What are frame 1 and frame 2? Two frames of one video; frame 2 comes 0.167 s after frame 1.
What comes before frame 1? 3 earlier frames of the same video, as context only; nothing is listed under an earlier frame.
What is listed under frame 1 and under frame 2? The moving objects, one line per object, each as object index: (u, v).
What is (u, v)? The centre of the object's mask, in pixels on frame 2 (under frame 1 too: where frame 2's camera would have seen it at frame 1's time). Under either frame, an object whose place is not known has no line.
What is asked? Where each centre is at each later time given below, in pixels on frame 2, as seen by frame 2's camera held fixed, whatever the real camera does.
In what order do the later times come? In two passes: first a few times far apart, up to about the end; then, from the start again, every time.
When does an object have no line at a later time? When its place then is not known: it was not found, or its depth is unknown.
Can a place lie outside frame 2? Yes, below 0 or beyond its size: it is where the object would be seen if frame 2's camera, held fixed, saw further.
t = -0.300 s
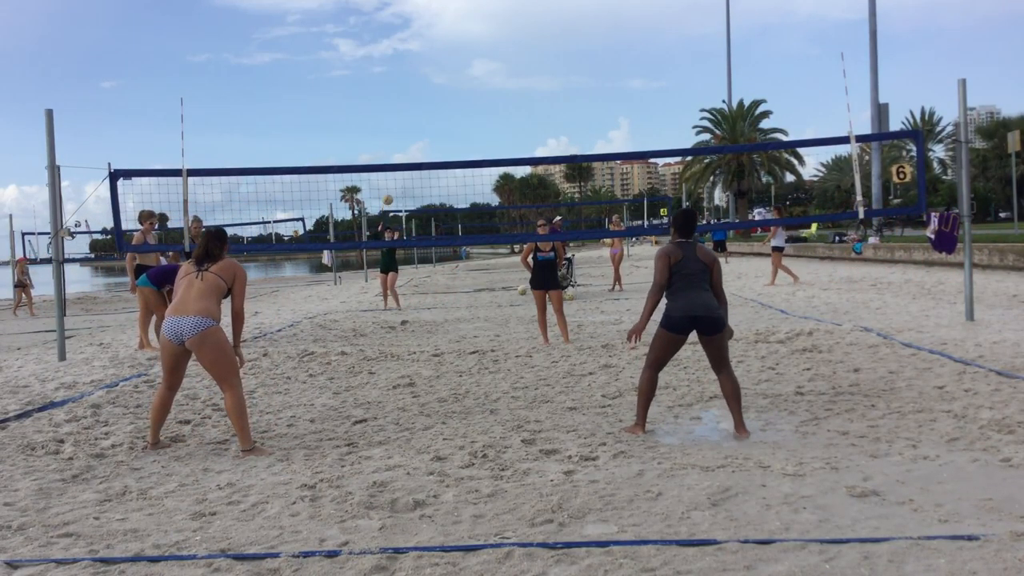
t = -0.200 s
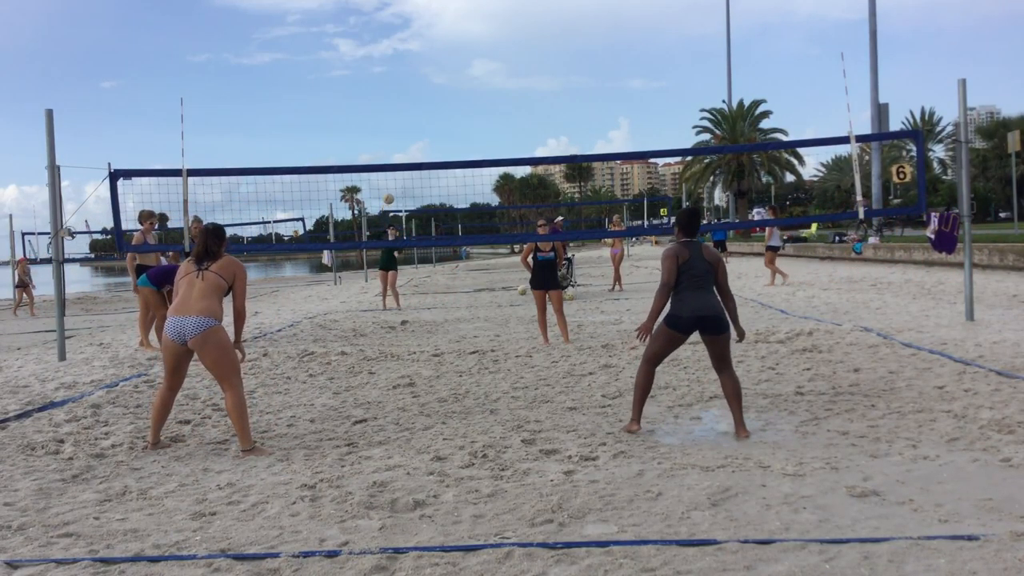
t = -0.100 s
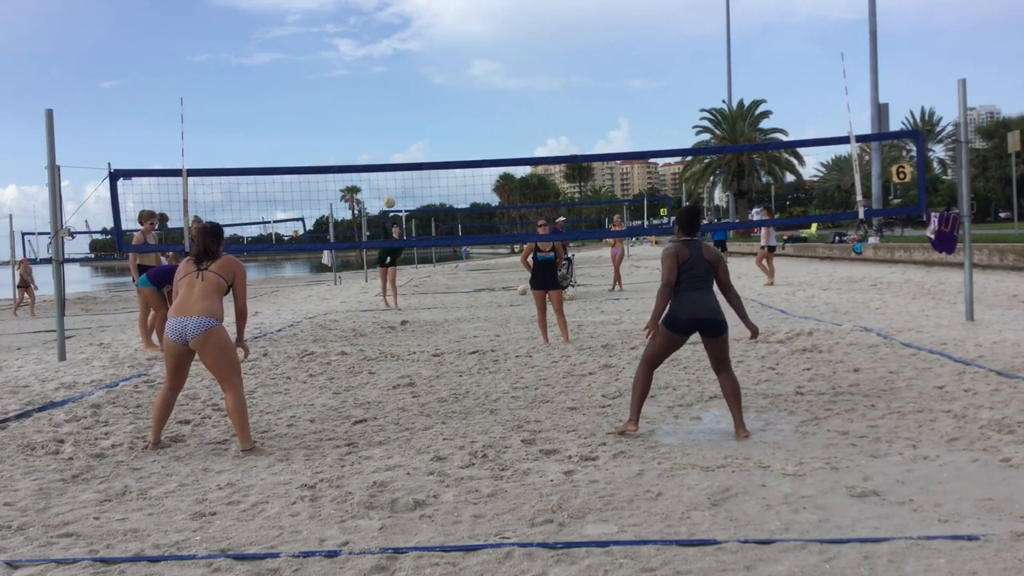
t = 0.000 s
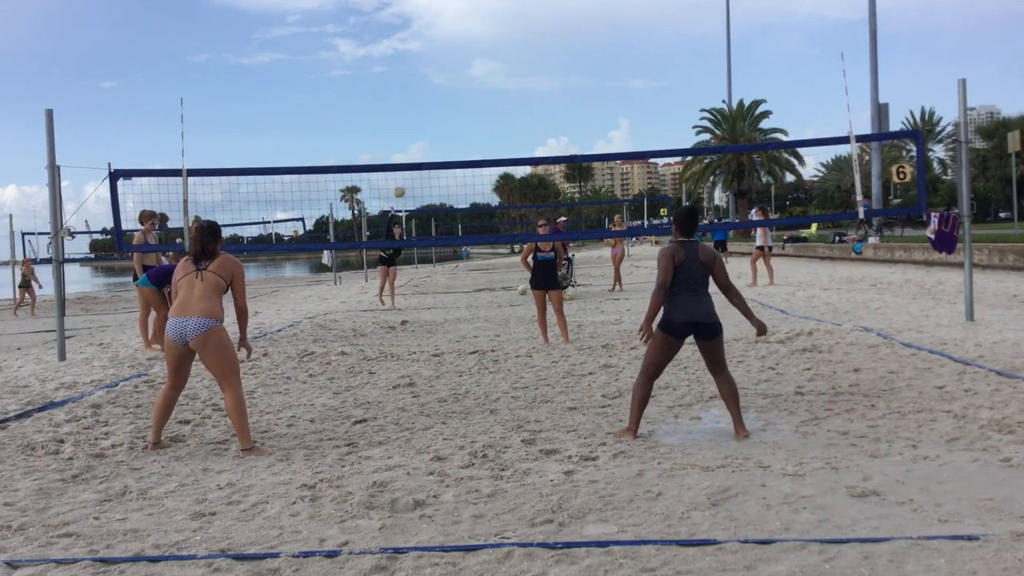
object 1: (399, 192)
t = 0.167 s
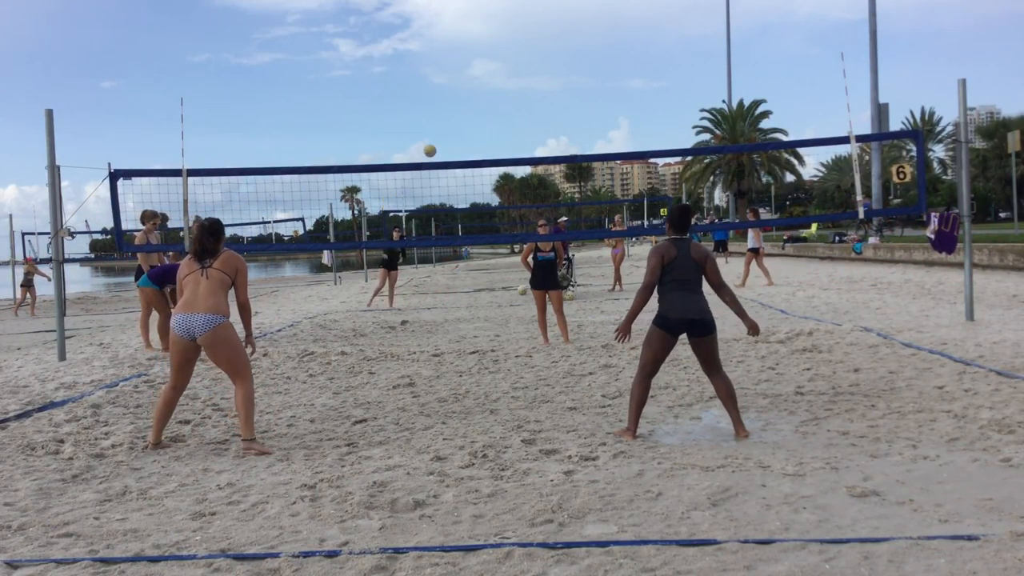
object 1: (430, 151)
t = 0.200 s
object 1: (437, 143)
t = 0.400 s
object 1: (488, 109)
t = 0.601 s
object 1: (551, 92)
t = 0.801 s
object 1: (627, 105)
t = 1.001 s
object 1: (729, 170)
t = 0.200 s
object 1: (437, 143)
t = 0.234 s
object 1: (445, 136)
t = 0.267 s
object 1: (453, 130)
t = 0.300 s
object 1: (461, 124)
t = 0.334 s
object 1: (470, 118)
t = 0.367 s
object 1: (479, 113)
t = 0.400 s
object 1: (488, 109)
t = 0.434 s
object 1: (498, 105)
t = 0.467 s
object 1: (508, 101)
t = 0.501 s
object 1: (518, 98)
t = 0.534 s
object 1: (529, 95)
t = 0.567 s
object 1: (540, 93)
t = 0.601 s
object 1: (551, 92)
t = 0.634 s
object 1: (562, 91)
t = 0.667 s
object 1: (574, 92)
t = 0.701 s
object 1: (586, 93)
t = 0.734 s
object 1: (599, 96)
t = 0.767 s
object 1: (613, 100)
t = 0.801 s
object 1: (627, 105)
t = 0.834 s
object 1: (642, 111)
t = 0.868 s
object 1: (657, 120)
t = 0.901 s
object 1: (674, 129)
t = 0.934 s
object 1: (692, 141)
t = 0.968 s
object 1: (710, 154)
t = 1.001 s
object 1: (729, 170)
